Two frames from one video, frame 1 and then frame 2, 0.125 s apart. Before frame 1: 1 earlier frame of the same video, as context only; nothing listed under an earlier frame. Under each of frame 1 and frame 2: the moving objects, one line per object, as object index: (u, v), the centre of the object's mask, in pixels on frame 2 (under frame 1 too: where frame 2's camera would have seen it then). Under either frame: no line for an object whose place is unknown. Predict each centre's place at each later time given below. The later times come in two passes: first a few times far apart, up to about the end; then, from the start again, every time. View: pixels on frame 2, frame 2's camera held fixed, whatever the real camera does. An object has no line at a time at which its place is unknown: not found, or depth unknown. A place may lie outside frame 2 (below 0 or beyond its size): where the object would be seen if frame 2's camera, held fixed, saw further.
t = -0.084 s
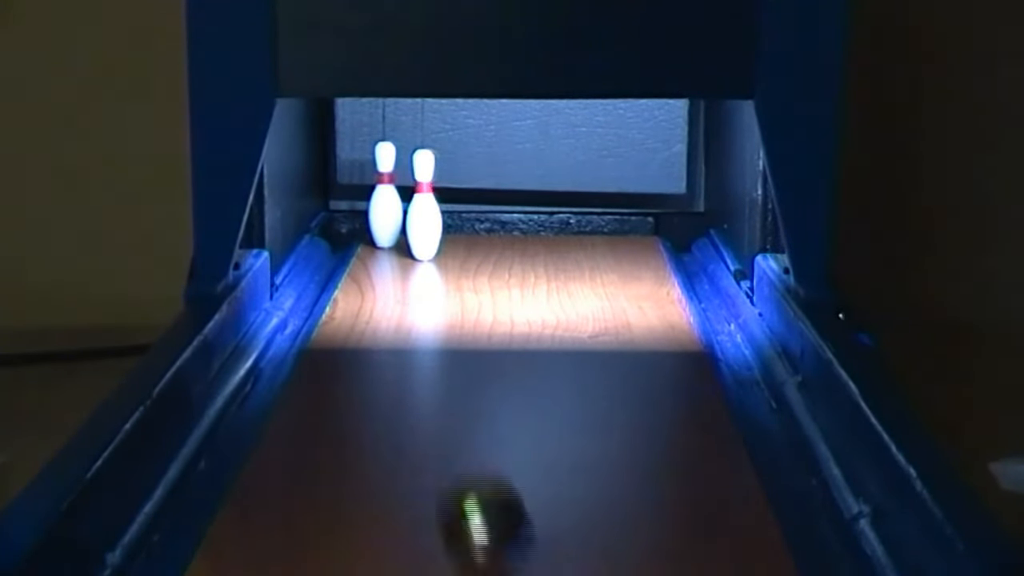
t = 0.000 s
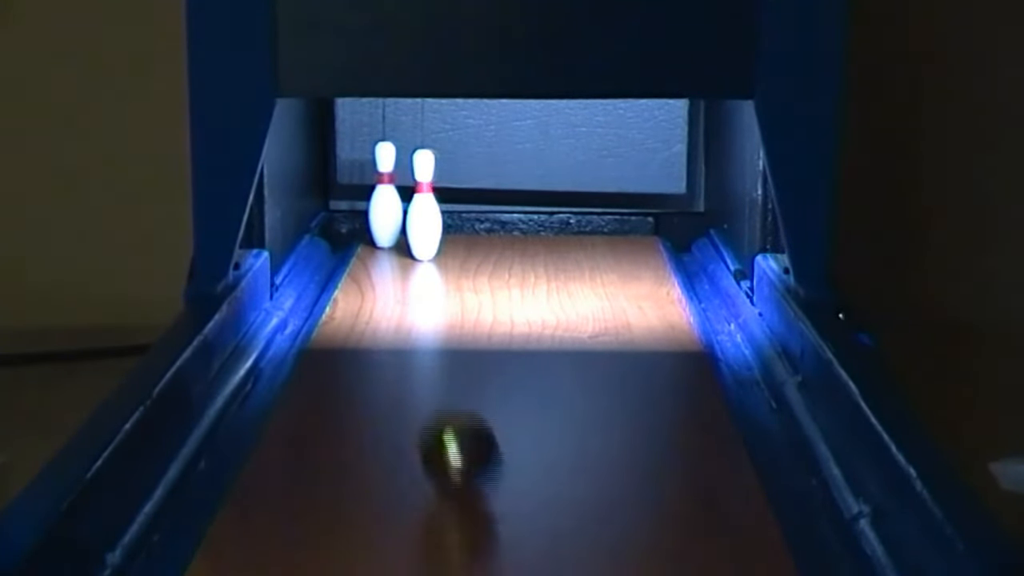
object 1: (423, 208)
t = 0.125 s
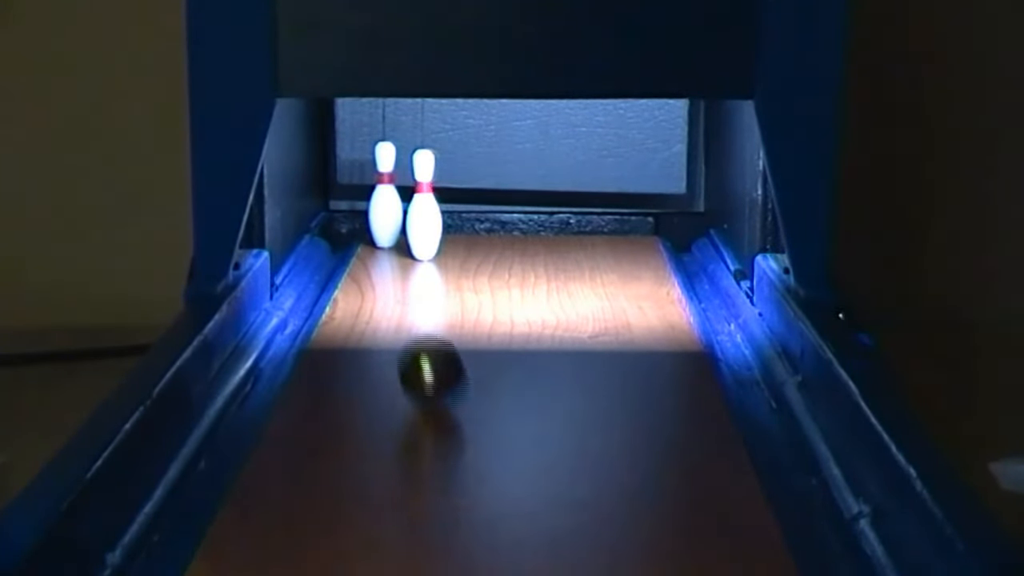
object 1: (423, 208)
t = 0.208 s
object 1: (423, 208)
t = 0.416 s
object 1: (424, 208)
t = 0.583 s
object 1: (486, 226)
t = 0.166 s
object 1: (423, 208)
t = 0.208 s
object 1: (423, 208)
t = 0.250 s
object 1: (423, 209)
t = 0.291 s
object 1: (423, 209)
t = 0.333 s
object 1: (423, 208)
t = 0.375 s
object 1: (424, 208)
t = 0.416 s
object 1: (424, 208)
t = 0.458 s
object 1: (424, 208)
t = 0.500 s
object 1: (441, 212)
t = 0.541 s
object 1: (469, 215)
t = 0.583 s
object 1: (486, 226)
